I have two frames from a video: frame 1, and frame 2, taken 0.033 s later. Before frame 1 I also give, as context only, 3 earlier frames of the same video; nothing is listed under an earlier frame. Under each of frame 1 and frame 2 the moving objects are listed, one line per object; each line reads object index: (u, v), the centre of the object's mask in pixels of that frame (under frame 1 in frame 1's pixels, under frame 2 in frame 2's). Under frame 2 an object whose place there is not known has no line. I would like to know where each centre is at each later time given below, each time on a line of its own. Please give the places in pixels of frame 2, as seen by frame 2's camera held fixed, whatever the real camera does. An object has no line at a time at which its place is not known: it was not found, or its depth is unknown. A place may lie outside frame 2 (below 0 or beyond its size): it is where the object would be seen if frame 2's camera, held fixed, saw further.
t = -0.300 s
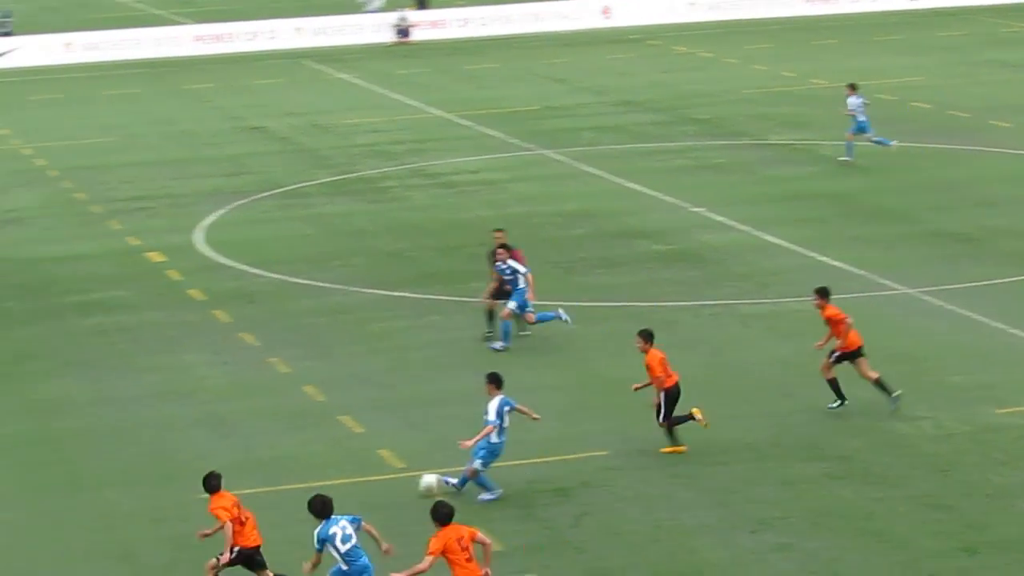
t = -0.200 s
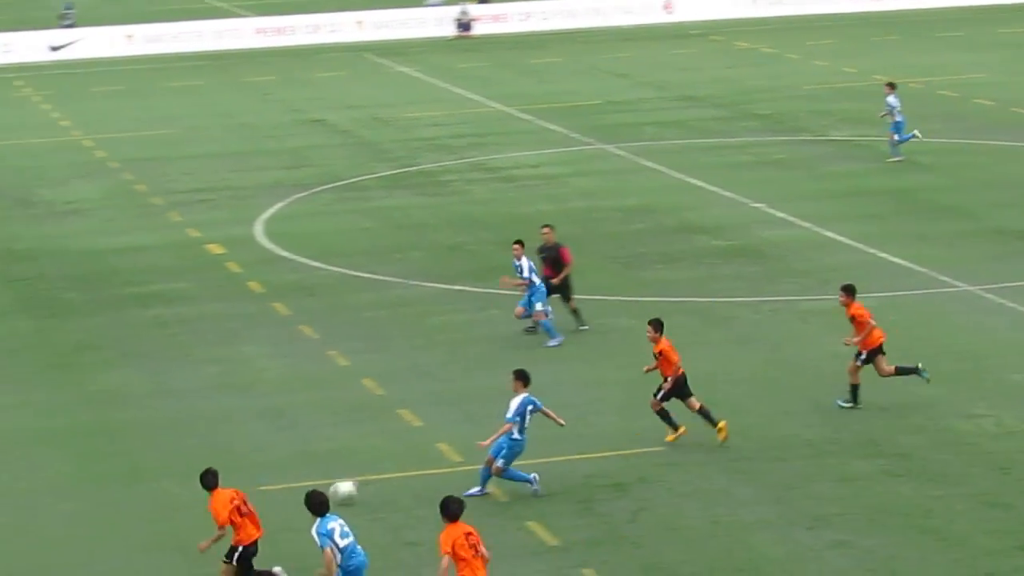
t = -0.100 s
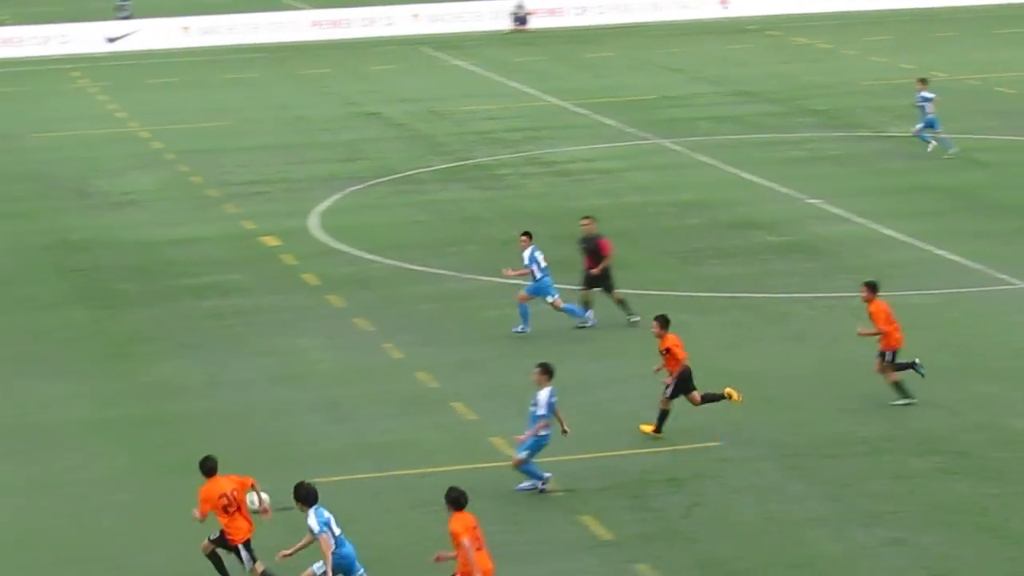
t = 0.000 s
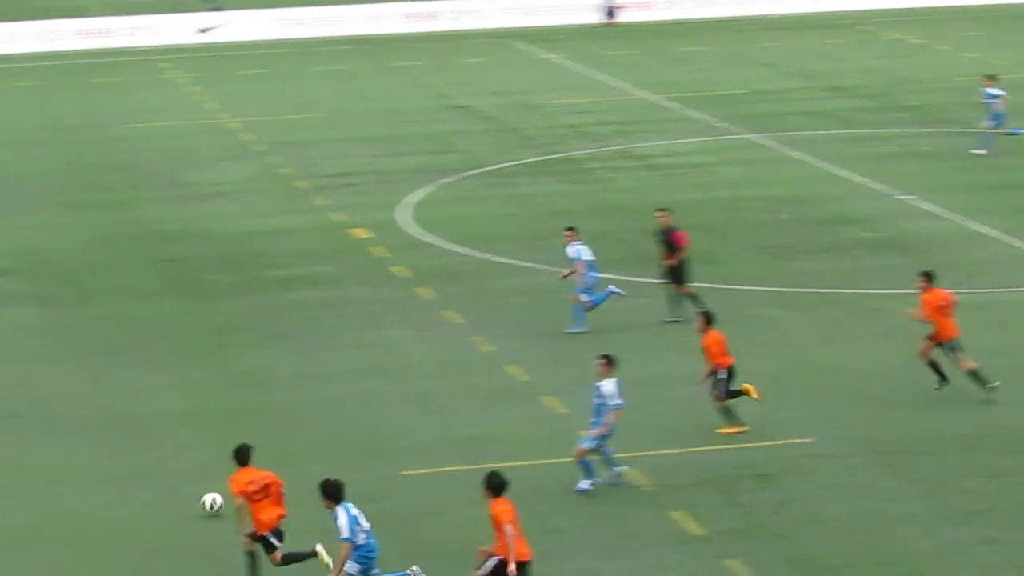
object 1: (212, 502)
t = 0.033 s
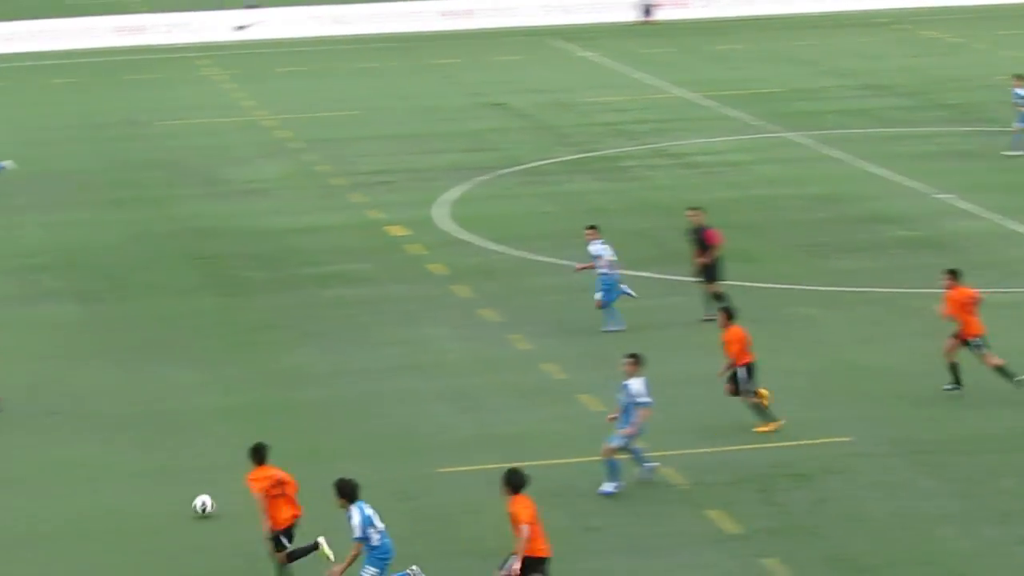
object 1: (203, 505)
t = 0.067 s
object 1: (157, 513)
